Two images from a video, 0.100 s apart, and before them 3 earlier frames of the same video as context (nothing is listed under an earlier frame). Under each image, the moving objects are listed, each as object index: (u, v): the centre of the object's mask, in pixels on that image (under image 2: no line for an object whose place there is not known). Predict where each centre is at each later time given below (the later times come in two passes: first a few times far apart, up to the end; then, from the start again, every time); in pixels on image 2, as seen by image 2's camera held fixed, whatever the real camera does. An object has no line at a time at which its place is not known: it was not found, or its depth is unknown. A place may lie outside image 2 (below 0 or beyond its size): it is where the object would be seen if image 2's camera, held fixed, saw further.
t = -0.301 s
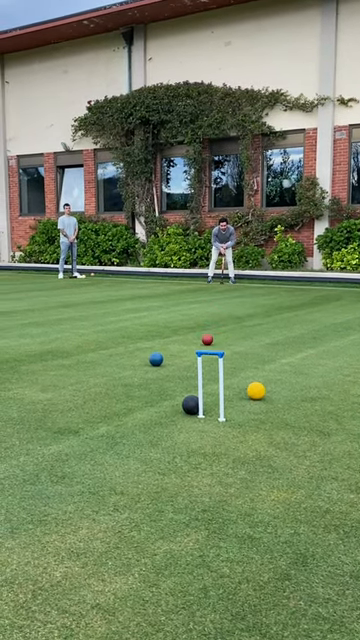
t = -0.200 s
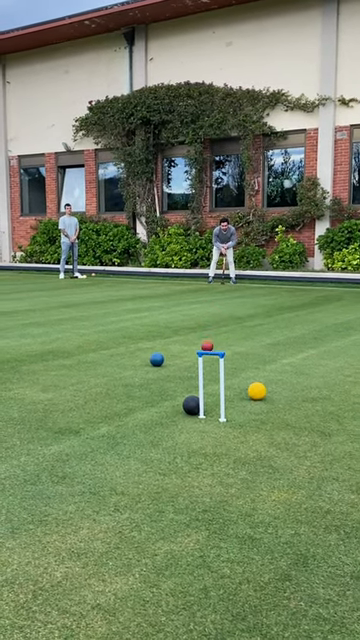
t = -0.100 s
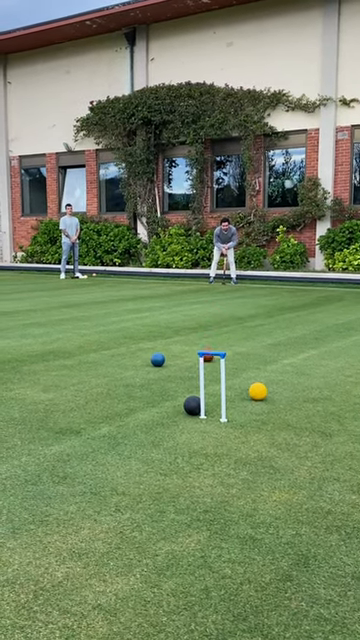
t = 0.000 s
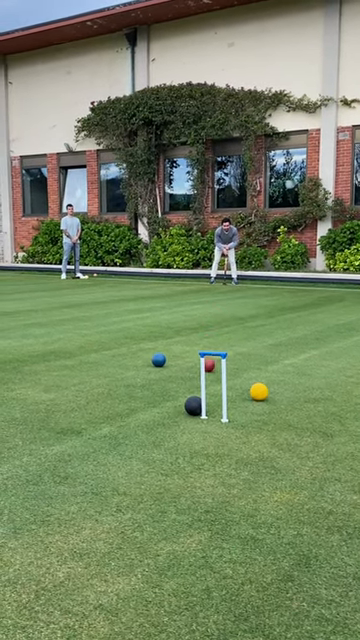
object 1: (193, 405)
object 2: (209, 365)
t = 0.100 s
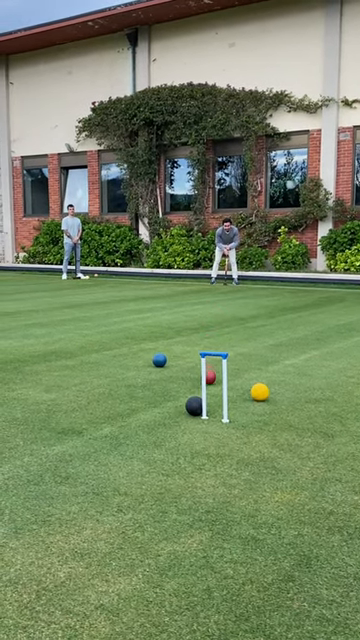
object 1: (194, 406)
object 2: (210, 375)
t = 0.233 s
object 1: (194, 406)
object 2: (211, 392)
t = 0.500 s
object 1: (147, 421)
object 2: (268, 423)
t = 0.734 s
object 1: (94, 437)
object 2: (346, 456)
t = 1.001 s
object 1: (26, 456)
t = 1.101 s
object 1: (4, 462)
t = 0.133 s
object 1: (194, 406)
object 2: (210, 380)
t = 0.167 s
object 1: (194, 406)
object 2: (210, 384)
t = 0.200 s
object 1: (194, 406)
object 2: (211, 387)
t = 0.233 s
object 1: (194, 406)
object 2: (211, 392)
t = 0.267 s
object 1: (194, 406)
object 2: (211, 399)
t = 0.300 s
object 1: (192, 407)
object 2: (212, 402)
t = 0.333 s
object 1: (183, 409)
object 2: (217, 404)
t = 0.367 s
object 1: (175, 412)
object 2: (233, 408)
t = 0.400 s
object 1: (168, 414)
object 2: (240, 412)
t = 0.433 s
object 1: (161, 417)
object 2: (249, 415)
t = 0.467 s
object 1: (155, 419)
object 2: (259, 419)
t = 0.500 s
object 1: (147, 421)
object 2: (268, 423)
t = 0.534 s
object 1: (140, 424)
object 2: (279, 427)
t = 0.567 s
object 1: (132, 426)
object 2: (289, 431)
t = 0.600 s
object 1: (125, 428)
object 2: (300, 436)
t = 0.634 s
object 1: (117, 430)
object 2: (311, 441)
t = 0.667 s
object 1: (110, 433)
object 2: (323, 445)
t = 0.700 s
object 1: (102, 435)
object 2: (335, 451)
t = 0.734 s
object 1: (94, 437)
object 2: (346, 456)
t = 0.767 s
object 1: (85, 440)
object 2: (353, 461)
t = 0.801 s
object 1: (77, 442)
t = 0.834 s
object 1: (69, 444)
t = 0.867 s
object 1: (60, 446)
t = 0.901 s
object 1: (52, 449)
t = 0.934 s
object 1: (44, 451)
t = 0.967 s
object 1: (35, 453)
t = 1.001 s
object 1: (26, 456)
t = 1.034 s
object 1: (18, 458)
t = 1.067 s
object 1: (9, 461)
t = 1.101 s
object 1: (4, 462)
